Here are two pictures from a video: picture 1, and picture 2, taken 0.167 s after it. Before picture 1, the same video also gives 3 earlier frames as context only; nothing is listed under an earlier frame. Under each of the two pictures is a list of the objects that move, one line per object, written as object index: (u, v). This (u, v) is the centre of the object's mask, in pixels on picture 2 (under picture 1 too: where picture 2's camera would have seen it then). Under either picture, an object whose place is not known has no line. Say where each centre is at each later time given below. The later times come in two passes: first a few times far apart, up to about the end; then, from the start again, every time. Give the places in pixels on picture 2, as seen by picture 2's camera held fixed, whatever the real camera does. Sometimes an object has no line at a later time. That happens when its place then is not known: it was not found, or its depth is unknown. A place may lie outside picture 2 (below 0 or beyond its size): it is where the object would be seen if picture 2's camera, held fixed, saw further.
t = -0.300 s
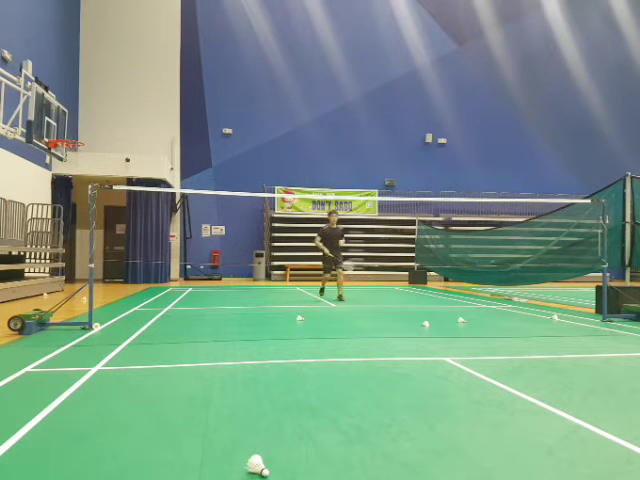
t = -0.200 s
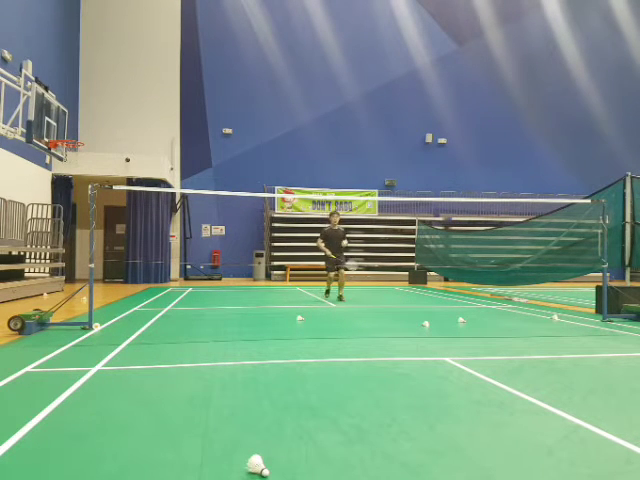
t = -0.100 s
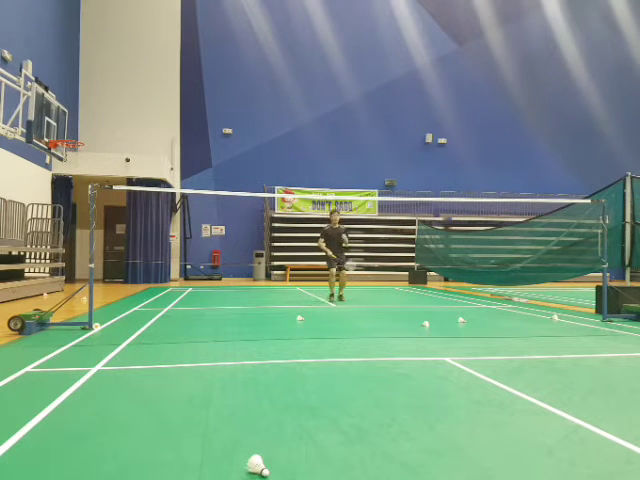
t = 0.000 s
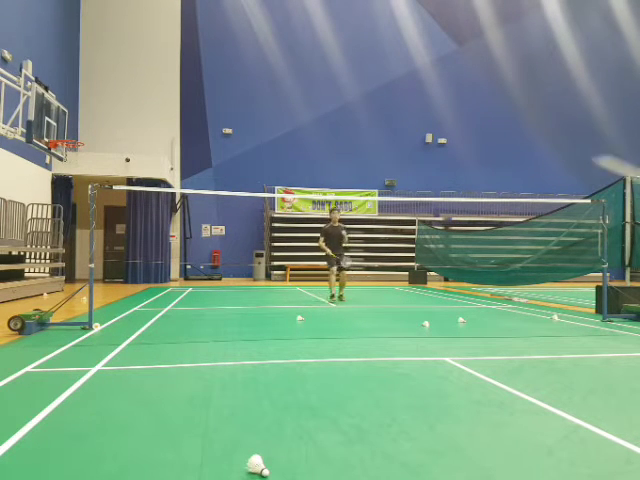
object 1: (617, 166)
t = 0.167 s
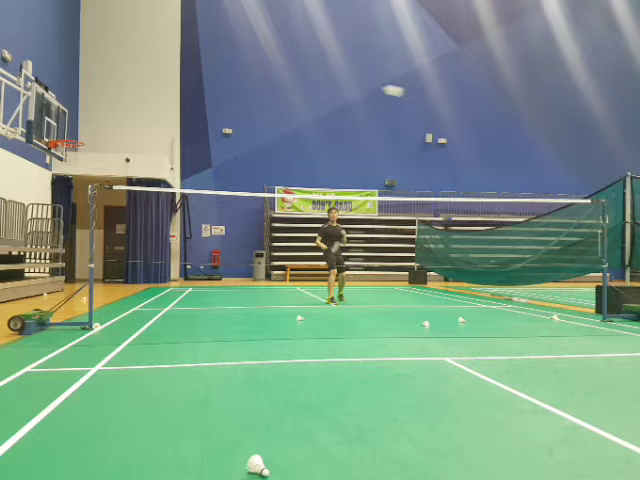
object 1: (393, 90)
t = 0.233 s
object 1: (352, 85)
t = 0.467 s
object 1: (273, 103)
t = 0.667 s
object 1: (240, 142)
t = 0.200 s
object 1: (371, 87)
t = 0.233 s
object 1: (352, 85)
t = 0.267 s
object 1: (336, 84)
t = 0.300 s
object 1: (322, 85)
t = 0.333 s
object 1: (310, 87)
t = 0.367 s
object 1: (299, 90)
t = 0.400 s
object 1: (290, 93)
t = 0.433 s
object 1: (281, 98)
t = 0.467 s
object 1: (273, 103)
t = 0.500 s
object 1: (266, 109)
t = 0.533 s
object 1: (260, 115)
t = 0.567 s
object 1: (255, 121)
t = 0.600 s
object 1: (250, 128)
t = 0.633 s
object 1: (245, 135)
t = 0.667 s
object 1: (240, 142)
